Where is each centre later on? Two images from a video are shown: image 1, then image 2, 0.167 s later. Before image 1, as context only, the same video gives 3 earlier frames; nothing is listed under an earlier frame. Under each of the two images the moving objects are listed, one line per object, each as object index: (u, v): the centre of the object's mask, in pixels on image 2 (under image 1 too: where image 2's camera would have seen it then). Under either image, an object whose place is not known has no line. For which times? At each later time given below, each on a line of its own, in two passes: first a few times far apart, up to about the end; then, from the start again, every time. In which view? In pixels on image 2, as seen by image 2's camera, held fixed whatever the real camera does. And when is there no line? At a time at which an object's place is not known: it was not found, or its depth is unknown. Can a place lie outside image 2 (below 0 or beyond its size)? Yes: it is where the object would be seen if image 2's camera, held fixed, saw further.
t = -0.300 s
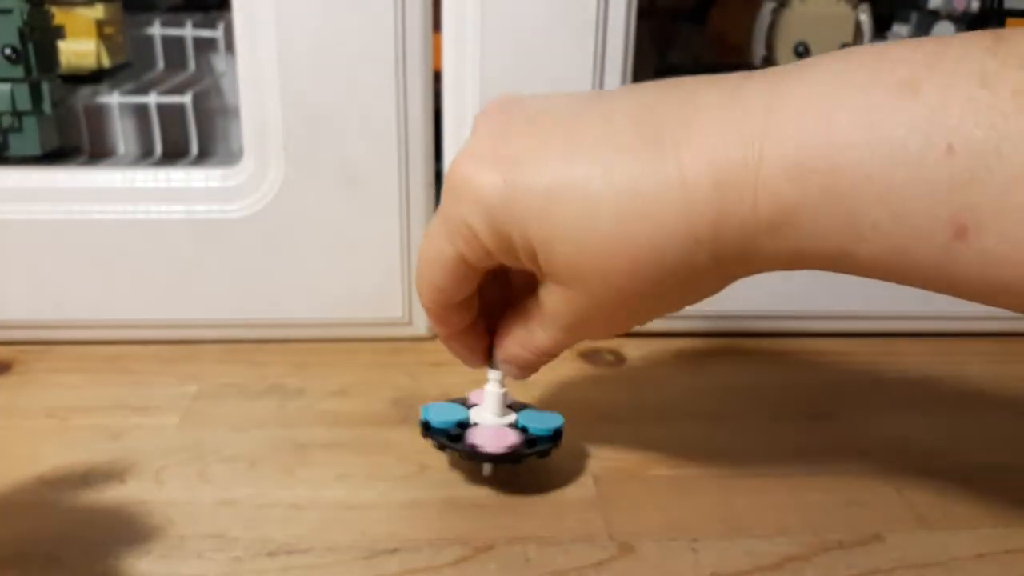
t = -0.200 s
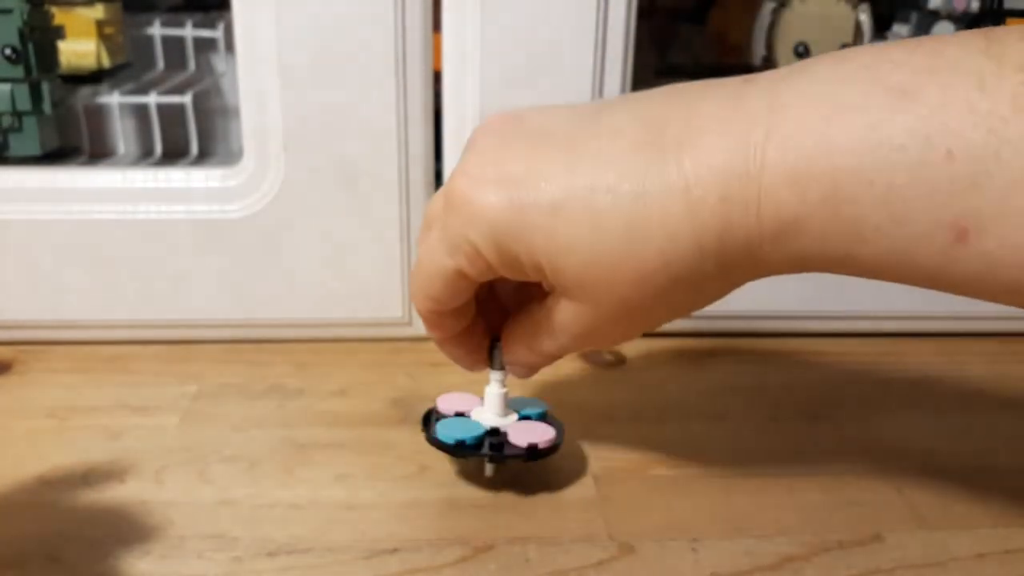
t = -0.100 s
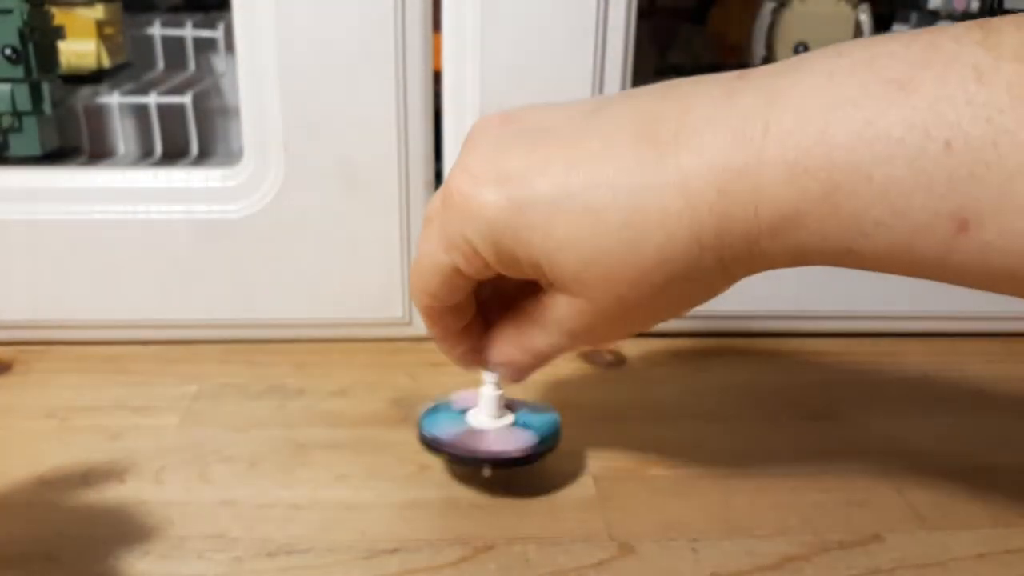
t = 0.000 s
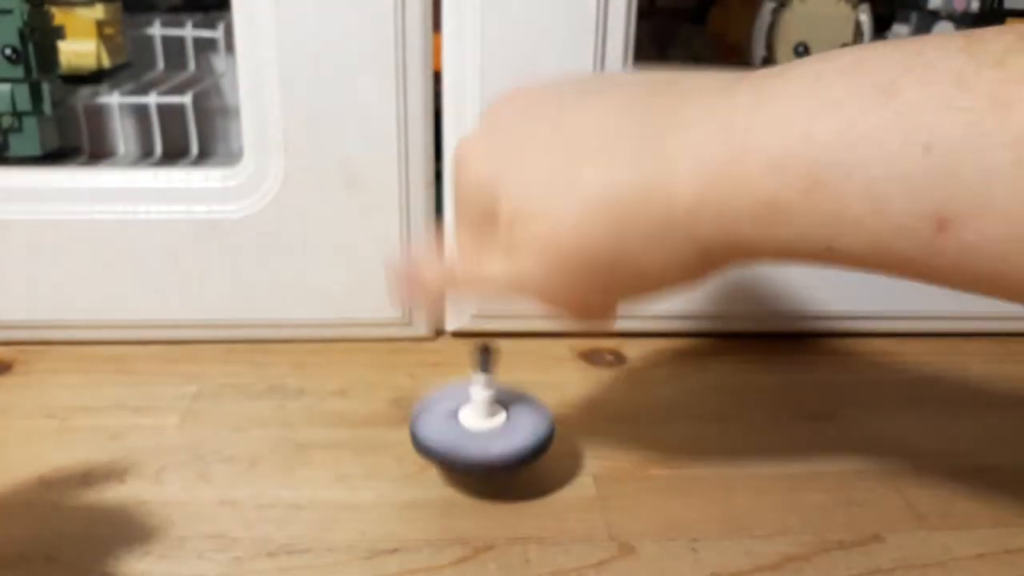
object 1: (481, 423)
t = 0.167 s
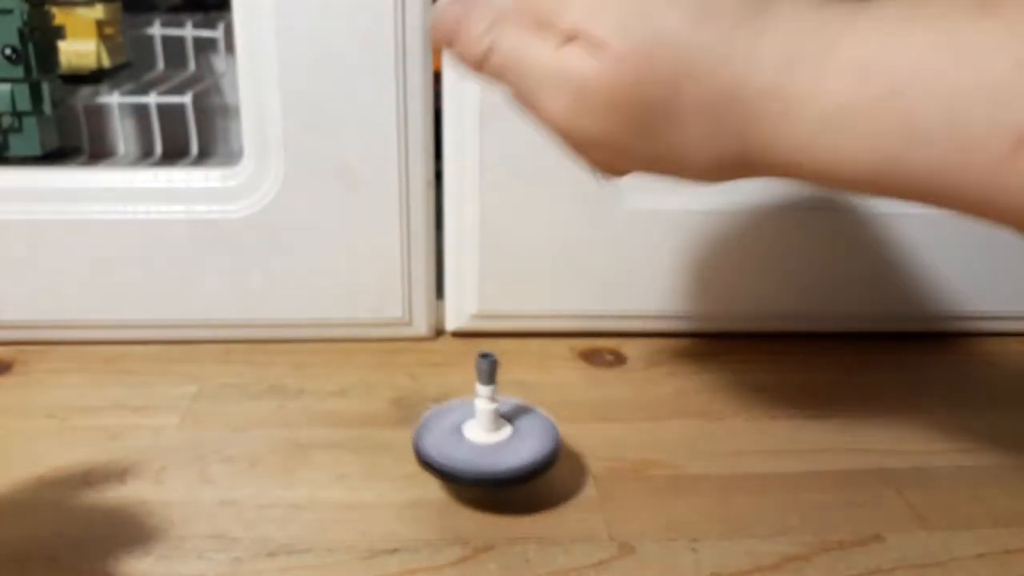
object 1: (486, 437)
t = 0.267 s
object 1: (506, 446)
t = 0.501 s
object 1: (557, 472)
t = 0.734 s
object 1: (599, 503)
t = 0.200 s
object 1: (493, 439)
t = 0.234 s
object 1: (499, 443)
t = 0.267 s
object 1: (506, 446)
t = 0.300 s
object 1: (513, 449)
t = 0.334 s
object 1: (519, 452)
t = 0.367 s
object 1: (526, 456)
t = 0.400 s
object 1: (532, 460)
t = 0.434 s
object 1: (541, 464)
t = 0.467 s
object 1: (549, 468)
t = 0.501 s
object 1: (557, 472)
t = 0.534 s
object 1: (565, 477)
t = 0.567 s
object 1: (573, 481)
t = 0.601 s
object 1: (581, 487)
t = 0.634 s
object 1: (586, 491)
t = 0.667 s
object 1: (589, 495)
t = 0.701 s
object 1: (594, 499)
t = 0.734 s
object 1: (599, 503)
